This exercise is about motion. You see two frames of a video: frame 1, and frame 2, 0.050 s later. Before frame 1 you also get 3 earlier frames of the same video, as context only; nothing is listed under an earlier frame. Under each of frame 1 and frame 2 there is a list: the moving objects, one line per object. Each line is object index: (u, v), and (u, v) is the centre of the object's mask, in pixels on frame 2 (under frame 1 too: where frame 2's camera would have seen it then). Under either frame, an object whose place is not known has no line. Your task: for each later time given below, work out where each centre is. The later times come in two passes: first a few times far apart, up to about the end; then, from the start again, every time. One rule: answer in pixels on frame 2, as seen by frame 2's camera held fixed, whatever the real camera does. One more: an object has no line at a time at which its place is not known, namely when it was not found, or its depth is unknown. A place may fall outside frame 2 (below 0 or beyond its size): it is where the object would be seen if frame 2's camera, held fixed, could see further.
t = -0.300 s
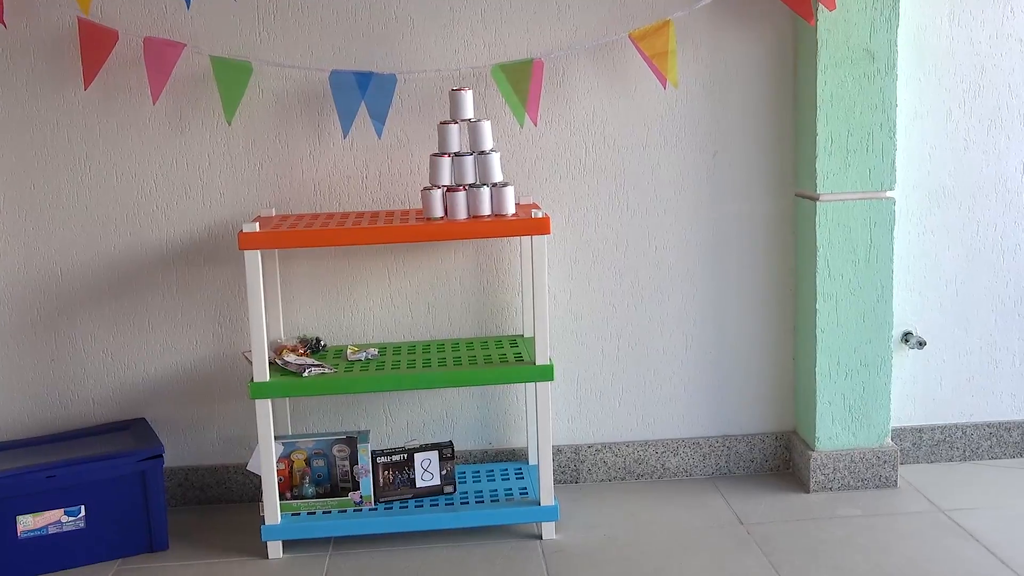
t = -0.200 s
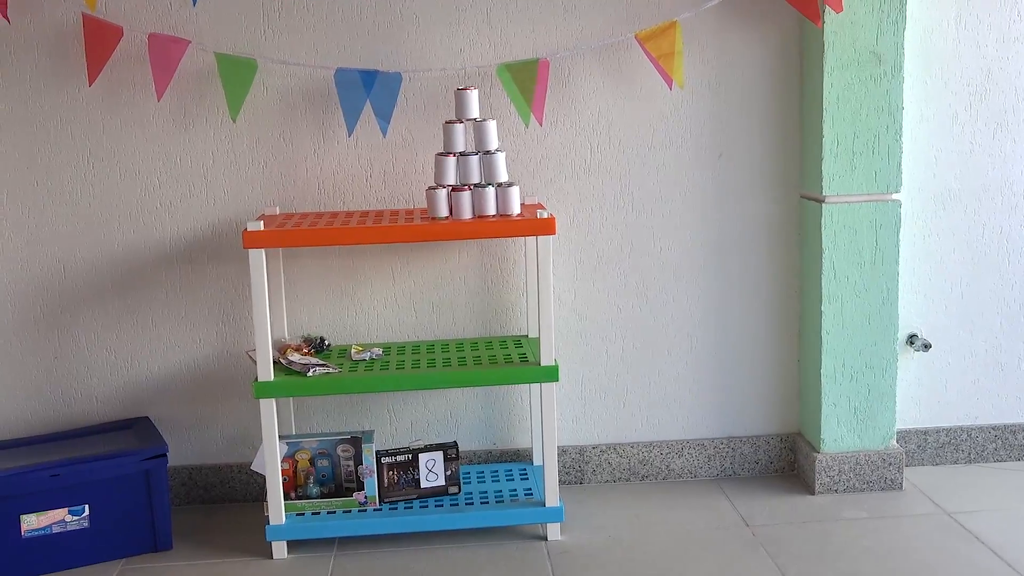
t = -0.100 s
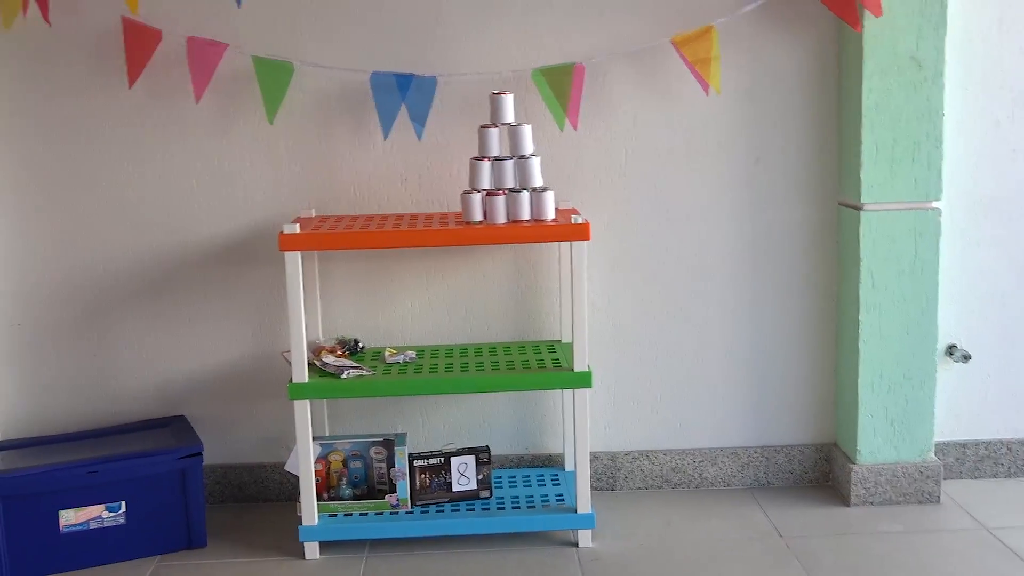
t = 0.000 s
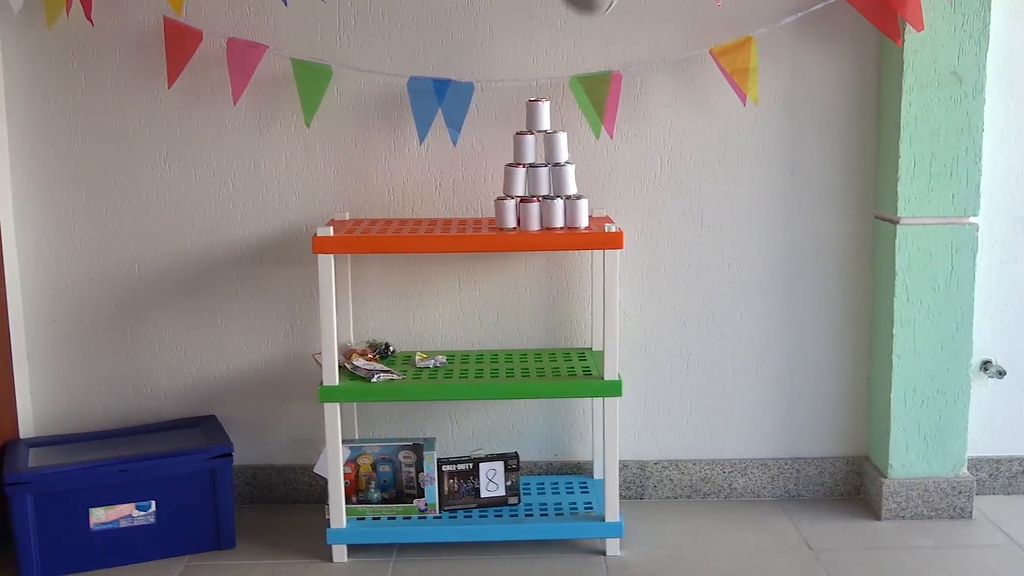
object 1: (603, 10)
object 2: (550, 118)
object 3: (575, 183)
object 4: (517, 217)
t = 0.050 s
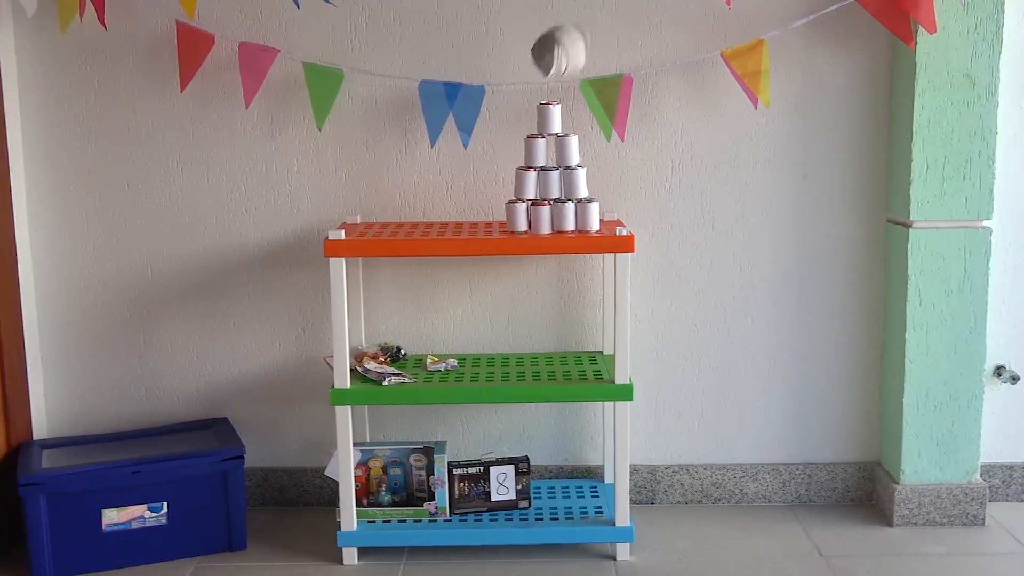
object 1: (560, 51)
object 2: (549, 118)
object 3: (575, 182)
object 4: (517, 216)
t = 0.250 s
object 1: (437, 119)
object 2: (566, 121)
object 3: (580, 182)
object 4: (515, 216)
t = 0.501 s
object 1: (274, 241)
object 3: (584, 184)
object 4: (509, 217)
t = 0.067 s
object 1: (549, 71)
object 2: (549, 117)
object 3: (575, 181)
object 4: (517, 215)
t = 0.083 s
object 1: (541, 88)
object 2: (549, 121)
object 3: (575, 182)
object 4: (517, 216)
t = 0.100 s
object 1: (534, 104)
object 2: (553, 123)
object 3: (575, 182)
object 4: (517, 216)
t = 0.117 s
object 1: (529, 119)
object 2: (553, 118)
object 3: (575, 182)
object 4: (517, 216)
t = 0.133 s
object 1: (520, 127)
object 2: (551, 118)
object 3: (576, 183)
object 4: (518, 217)
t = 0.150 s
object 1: (509, 126)
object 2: (554, 118)
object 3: (577, 183)
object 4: (518, 217)
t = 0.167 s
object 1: (498, 124)
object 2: (557, 118)
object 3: (578, 182)
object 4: (518, 215)
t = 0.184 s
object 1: (489, 125)
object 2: (559, 118)
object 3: (578, 182)
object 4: (518, 216)
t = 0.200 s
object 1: (483, 124)
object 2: (561, 118)
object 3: (579, 183)
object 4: (517, 216)
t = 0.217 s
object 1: (475, 125)
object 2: (563, 119)
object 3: (579, 183)
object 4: (516, 217)
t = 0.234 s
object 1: (445, 119)
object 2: (564, 119)
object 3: (580, 183)
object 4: (515, 217)
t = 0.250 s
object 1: (437, 119)
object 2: (566, 121)
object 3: (580, 182)
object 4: (515, 216)
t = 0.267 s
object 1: (429, 118)
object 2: (567, 123)
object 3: (581, 183)
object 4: (514, 216)
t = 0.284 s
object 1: (423, 118)
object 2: (569, 126)
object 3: (581, 183)
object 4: (513, 217)
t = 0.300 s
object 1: (415, 119)
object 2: (571, 128)
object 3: (582, 183)
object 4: (513, 216)
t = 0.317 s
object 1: (404, 123)
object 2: (576, 132)
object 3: (582, 183)
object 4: (512, 216)
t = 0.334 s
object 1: (393, 127)
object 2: (584, 143)
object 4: (512, 216)
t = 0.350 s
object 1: (383, 134)
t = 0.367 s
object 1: (371, 141)
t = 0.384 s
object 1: (360, 149)
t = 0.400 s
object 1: (349, 158)
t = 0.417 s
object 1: (336, 168)
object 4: (510, 217)
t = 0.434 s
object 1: (325, 178)
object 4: (510, 217)
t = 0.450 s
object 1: (312, 192)
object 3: (583, 183)
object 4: (510, 217)
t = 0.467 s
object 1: (300, 207)
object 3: (583, 184)
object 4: (509, 217)
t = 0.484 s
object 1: (286, 224)
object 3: (584, 184)
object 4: (509, 217)
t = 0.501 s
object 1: (274, 241)
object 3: (584, 184)
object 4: (509, 217)
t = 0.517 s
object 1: (262, 260)
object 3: (585, 185)
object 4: (509, 217)
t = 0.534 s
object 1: (249, 278)
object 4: (509, 217)
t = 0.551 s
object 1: (234, 299)
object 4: (509, 217)
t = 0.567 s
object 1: (220, 322)
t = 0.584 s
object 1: (207, 347)
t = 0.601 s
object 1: (194, 374)
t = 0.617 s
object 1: (180, 403)
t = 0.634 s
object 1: (166, 434)
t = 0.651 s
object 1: (153, 465)
